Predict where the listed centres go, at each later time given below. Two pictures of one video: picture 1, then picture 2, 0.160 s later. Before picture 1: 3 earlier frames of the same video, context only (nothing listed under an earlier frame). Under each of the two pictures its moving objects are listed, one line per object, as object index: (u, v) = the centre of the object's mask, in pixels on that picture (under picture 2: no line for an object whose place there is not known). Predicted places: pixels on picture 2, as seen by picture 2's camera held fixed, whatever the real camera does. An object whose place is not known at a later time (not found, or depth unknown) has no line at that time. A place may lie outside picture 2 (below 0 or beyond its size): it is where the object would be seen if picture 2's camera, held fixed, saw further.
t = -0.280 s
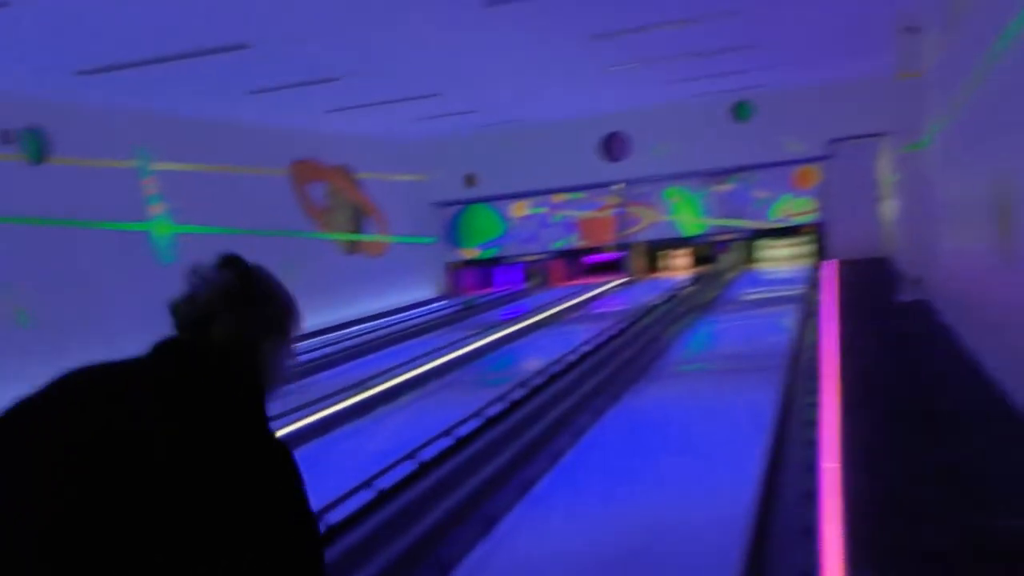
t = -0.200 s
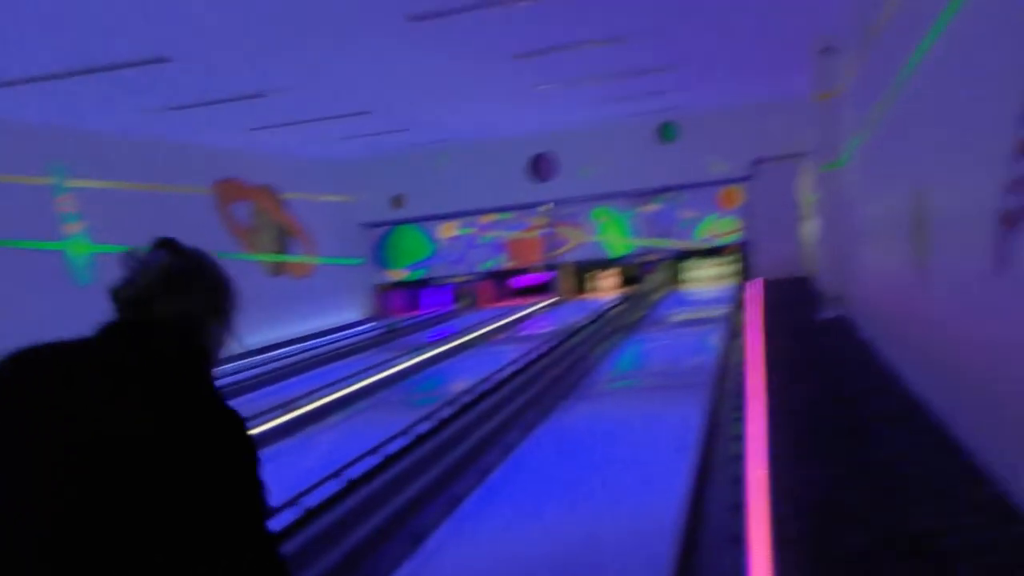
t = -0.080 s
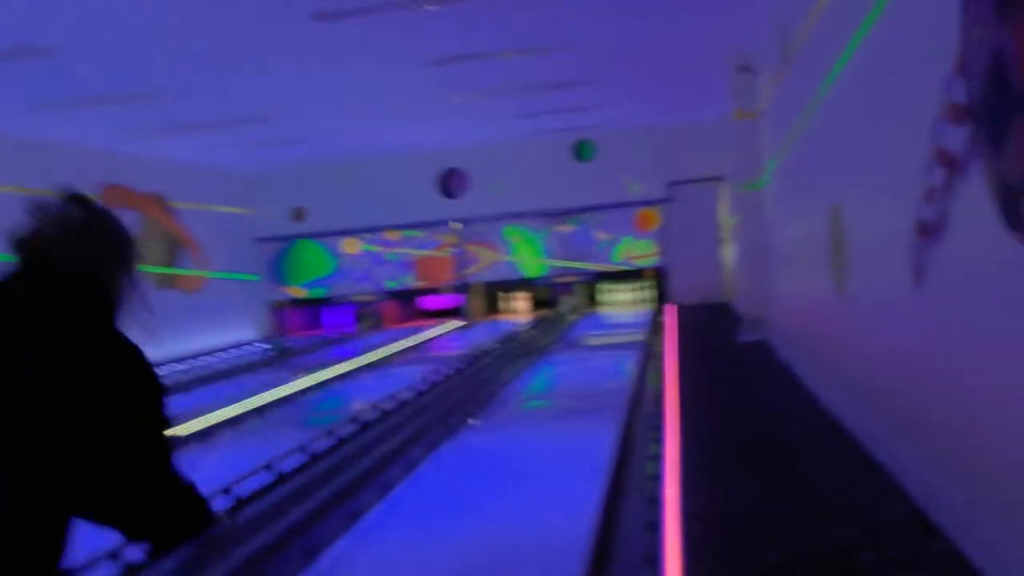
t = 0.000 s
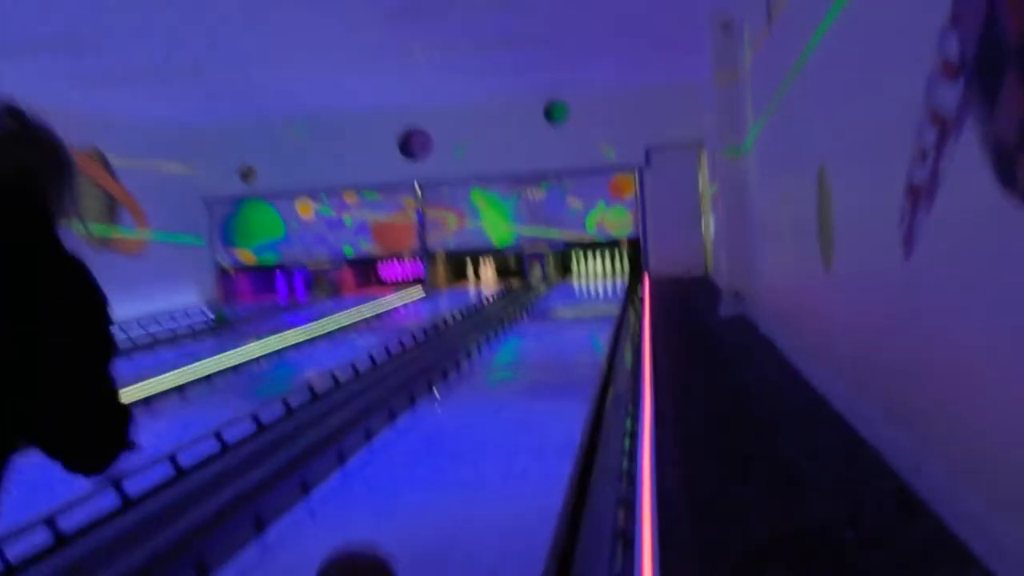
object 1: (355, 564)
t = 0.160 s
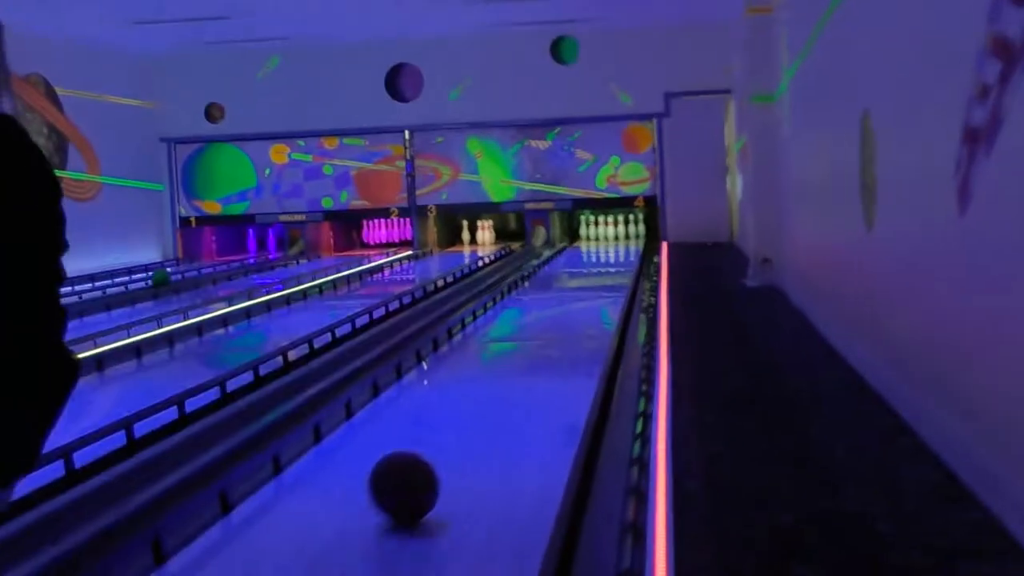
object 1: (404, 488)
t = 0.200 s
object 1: (419, 470)
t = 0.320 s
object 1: (450, 421)
